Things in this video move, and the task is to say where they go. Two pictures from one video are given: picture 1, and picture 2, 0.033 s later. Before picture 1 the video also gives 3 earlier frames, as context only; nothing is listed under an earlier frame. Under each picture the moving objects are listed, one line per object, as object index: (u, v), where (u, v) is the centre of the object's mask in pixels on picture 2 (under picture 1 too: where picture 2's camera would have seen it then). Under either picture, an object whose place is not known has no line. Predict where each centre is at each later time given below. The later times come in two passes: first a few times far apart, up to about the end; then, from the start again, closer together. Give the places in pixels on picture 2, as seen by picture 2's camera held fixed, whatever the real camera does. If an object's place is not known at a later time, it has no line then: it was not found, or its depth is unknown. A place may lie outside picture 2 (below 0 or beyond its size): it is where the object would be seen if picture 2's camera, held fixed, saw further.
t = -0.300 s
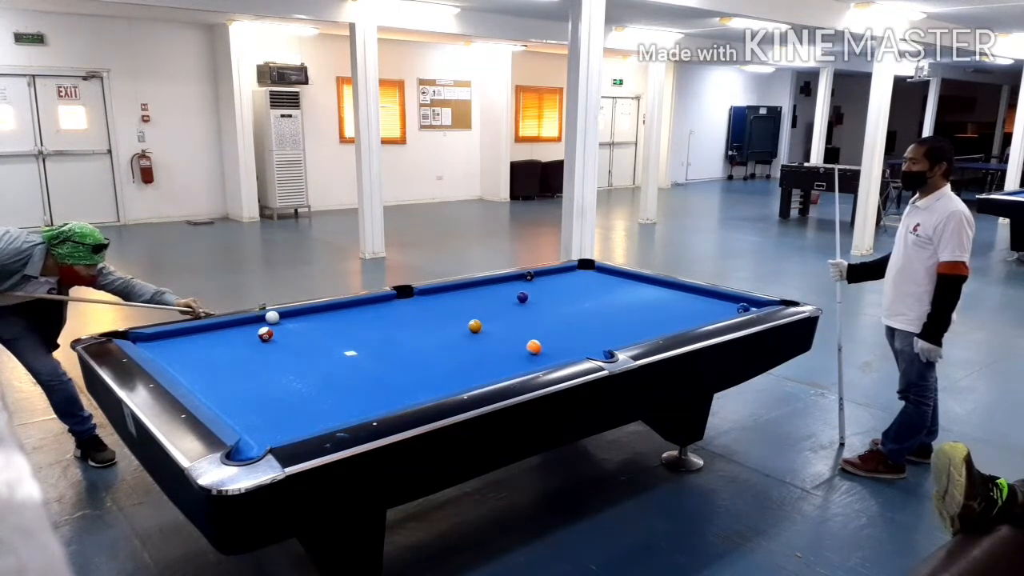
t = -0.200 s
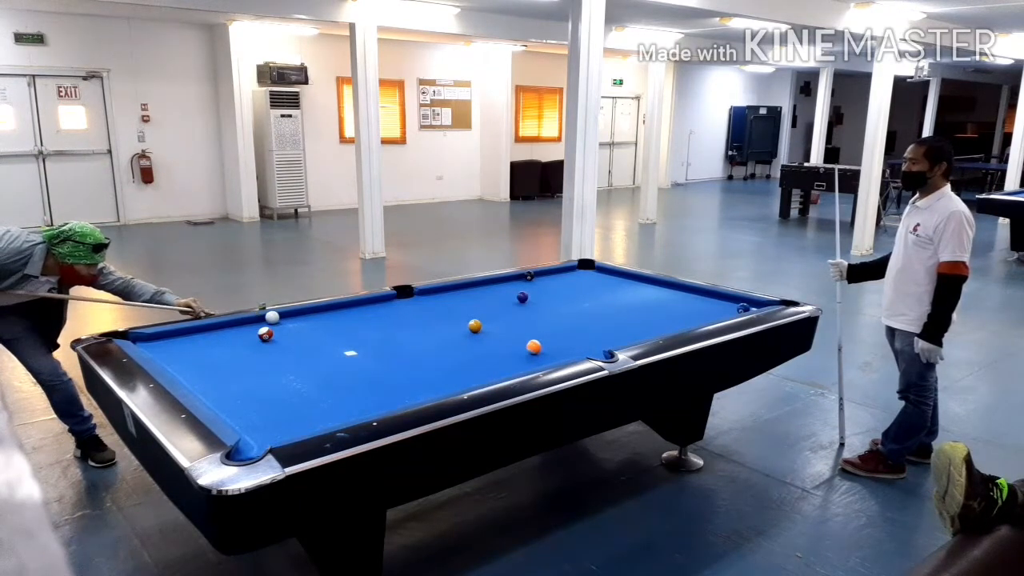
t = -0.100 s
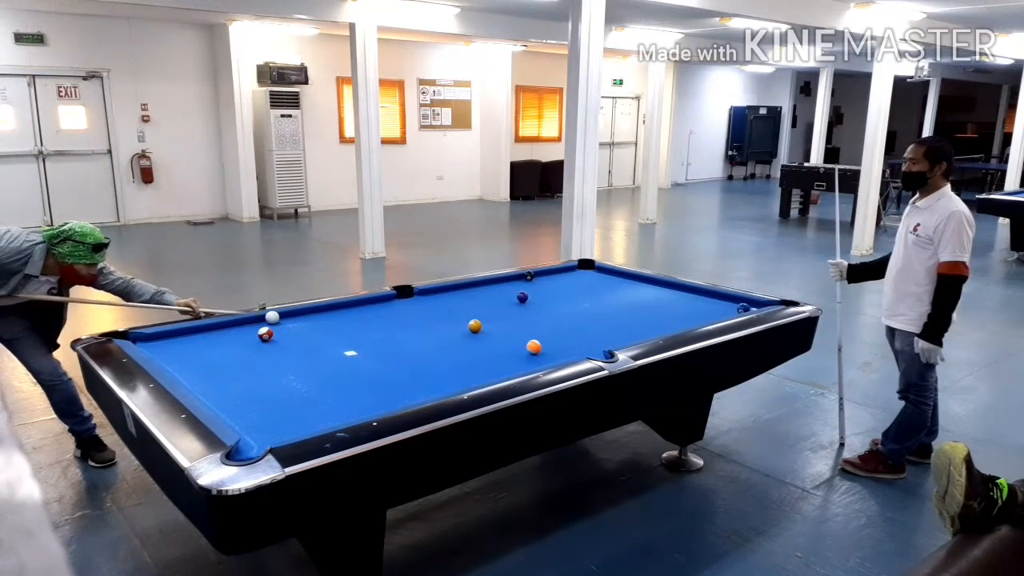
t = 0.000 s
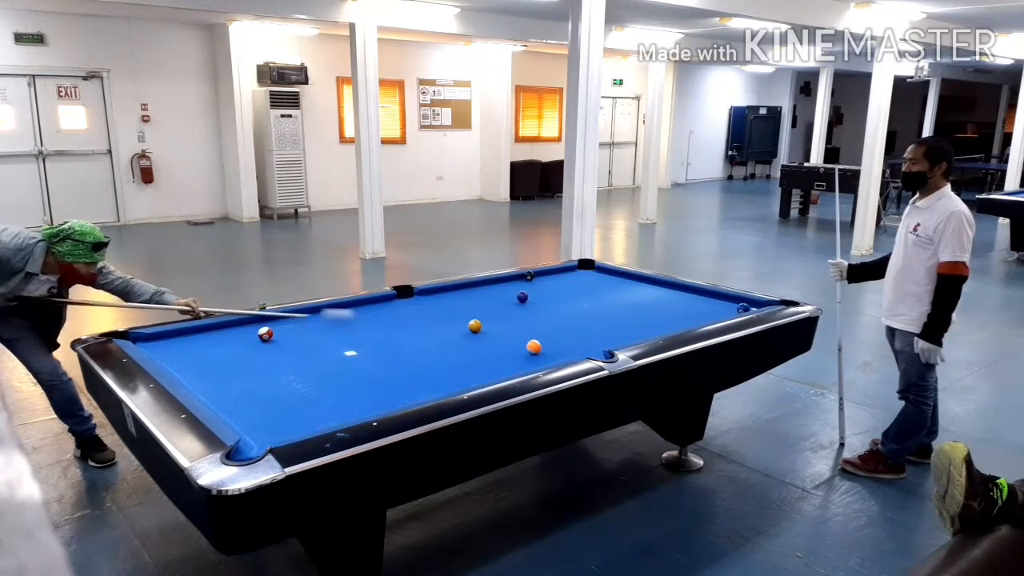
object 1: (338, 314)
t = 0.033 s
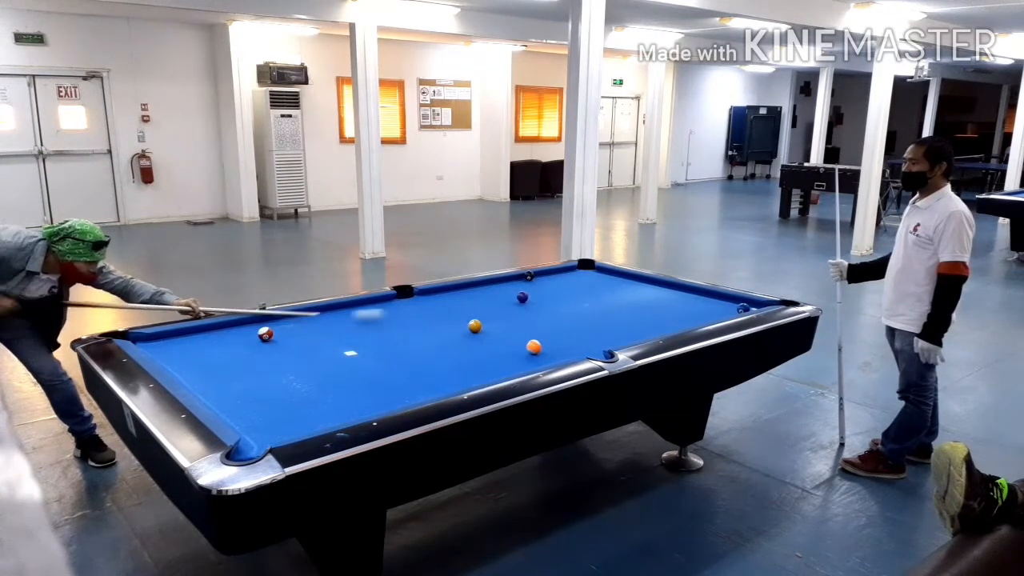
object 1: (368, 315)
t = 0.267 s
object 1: (563, 312)
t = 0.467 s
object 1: (719, 311)
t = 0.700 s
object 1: (732, 310)
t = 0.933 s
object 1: (736, 306)
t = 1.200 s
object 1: (750, 301)
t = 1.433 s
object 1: (737, 302)
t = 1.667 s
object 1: (725, 302)
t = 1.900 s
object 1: (715, 303)
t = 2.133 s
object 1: (705, 303)
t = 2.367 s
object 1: (696, 304)
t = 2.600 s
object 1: (688, 304)
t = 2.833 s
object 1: (682, 304)
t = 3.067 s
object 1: (677, 304)
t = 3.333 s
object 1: (672, 304)
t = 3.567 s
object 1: (669, 303)
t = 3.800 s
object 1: (668, 303)
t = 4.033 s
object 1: (668, 303)
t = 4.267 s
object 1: (668, 303)
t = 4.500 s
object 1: (668, 303)
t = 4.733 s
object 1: (668, 303)
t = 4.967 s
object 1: (668, 303)
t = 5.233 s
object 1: (668, 303)
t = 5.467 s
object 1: (668, 303)
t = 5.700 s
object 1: (668, 303)
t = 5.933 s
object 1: (668, 303)
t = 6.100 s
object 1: (668, 303)
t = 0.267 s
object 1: (563, 312)
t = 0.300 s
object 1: (589, 312)
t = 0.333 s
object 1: (616, 312)
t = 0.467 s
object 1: (719, 311)
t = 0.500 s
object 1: (734, 309)
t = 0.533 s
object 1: (737, 309)
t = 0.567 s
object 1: (740, 310)
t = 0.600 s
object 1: (739, 310)
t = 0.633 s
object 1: (736, 310)
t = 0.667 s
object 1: (734, 309)
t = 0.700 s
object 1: (732, 310)
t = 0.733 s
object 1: (731, 309)
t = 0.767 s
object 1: (730, 309)
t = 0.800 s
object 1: (730, 309)
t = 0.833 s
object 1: (731, 308)
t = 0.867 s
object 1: (732, 308)
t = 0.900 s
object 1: (734, 307)
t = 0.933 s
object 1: (736, 306)
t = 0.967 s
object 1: (738, 306)
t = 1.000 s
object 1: (739, 305)
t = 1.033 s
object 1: (741, 304)
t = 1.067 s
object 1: (743, 304)
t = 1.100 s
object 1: (745, 303)
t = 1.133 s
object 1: (746, 303)
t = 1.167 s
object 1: (748, 301)
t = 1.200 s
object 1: (750, 301)
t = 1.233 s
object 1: (749, 301)
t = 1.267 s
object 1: (747, 301)
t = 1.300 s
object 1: (745, 301)
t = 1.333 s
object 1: (743, 301)
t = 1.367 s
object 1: (741, 301)
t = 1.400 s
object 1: (739, 302)
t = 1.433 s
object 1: (737, 302)
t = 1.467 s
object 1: (736, 302)
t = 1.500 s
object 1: (734, 302)
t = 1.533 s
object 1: (732, 302)
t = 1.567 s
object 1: (731, 302)
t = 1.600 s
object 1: (729, 302)
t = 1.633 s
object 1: (727, 302)
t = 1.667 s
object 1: (725, 302)
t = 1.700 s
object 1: (724, 302)
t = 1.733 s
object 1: (722, 302)
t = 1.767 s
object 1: (721, 303)
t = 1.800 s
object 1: (719, 303)
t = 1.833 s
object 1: (717, 303)
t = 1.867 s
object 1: (716, 303)
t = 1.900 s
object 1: (715, 303)
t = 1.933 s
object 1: (713, 303)
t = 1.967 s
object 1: (712, 303)
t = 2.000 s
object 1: (710, 303)
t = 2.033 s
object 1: (709, 303)
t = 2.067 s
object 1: (707, 303)
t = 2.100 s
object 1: (706, 303)
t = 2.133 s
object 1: (705, 303)
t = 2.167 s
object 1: (703, 303)
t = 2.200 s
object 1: (702, 303)
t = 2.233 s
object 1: (701, 303)
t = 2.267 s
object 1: (699, 303)
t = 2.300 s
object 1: (698, 303)
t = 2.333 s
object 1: (697, 303)
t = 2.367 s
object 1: (696, 304)
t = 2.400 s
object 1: (695, 304)
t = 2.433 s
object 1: (693, 304)
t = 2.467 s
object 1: (692, 304)
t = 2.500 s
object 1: (691, 304)
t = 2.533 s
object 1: (691, 304)
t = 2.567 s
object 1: (689, 304)
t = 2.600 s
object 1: (688, 304)
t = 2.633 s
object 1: (687, 304)
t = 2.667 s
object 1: (686, 304)
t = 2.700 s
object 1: (686, 304)
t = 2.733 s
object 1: (685, 304)
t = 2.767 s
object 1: (684, 304)
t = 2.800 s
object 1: (683, 304)
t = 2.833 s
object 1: (682, 304)
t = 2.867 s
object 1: (681, 304)
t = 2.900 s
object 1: (680, 304)
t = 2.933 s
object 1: (680, 304)
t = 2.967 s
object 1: (679, 304)
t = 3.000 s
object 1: (678, 304)
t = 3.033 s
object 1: (678, 304)
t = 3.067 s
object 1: (677, 304)
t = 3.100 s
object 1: (676, 304)
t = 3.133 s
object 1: (675, 304)
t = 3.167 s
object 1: (675, 304)
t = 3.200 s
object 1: (675, 304)
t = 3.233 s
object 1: (674, 304)
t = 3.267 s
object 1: (673, 304)
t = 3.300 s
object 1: (673, 304)
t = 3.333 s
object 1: (672, 304)
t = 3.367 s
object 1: (673, 303)
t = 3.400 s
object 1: (671, 303)
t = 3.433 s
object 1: (671, 303)
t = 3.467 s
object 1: (670, 303)
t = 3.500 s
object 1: (670, 303)
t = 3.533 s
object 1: (669, 303)
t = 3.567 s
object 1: (669, 303)
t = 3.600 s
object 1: (669, 303)
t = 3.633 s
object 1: (669, 303)
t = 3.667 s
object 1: (668, 303)
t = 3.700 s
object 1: (668, 303)
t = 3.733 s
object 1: (668, 303)
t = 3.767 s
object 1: (668, 303)
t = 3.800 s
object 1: (668, 303)
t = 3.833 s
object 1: (668, 303)
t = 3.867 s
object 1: (668, 303)
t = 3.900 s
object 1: (668, 303)
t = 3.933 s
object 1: (668, 303)
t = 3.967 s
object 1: (668, 303)
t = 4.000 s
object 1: (668, 303)
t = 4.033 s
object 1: (668, 303)
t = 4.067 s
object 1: (668, 303)
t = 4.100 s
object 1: (668, 303)
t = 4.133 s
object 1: (668, 303)
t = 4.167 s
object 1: (668, 303)
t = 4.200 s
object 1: (668, 303)
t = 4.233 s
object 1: (668, 303)
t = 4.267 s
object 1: (668, 303)
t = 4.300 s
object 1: (668, 303)
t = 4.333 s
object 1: (668, 303)
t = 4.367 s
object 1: (668, 303)
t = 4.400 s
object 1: (668, 303)
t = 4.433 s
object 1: (668, 303)
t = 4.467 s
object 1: (668, 303)
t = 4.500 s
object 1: (668, 303)
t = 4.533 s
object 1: (668, 303)
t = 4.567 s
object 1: (668, 303)
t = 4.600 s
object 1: (668, 303)
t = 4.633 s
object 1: (668, 303)
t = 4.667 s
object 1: (668, 303)
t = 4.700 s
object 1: (668, 303)
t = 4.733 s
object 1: (668, 303)
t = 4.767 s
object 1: (668, 303)
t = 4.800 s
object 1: (668, 303)
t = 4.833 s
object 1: (668, 303)
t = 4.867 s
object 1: (668, 303)
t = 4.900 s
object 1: (668, 303)
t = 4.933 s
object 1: (668, 303)
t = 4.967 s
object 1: (668, 303)
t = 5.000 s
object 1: (668, 303)
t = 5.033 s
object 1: (668, 303)
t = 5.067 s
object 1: (668, 303)
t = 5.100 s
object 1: (668, 303)
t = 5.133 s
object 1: (668, 303)
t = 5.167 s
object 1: (668, 303)
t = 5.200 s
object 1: (668, 303)
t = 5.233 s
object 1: (668, 303)
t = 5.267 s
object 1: (668, 303)
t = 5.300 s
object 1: (668, 303)
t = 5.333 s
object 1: (668, 303)
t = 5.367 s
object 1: (668, 303)
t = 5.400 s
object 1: (668, 303)
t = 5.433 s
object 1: (668, 303)
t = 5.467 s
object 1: (668, 303)
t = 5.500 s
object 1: (668, 303)
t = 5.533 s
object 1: (668, 303)
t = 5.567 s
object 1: (668, 303)
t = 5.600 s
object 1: (668, 303)
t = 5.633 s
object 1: (668, 303)
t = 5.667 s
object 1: (668, 303)
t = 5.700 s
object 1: (668, 303)
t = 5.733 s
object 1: (668, 303)
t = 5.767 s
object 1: (668, 303)
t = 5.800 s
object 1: (668, 303)
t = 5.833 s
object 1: (668, 303)
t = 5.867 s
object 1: (668, 303)
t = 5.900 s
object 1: (668, 303)
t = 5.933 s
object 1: (668, 303)
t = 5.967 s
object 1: (668, 303)
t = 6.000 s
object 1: (668, 303)
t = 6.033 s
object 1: (668, 303)
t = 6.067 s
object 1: (668, 303)
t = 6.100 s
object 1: (668, 303)
